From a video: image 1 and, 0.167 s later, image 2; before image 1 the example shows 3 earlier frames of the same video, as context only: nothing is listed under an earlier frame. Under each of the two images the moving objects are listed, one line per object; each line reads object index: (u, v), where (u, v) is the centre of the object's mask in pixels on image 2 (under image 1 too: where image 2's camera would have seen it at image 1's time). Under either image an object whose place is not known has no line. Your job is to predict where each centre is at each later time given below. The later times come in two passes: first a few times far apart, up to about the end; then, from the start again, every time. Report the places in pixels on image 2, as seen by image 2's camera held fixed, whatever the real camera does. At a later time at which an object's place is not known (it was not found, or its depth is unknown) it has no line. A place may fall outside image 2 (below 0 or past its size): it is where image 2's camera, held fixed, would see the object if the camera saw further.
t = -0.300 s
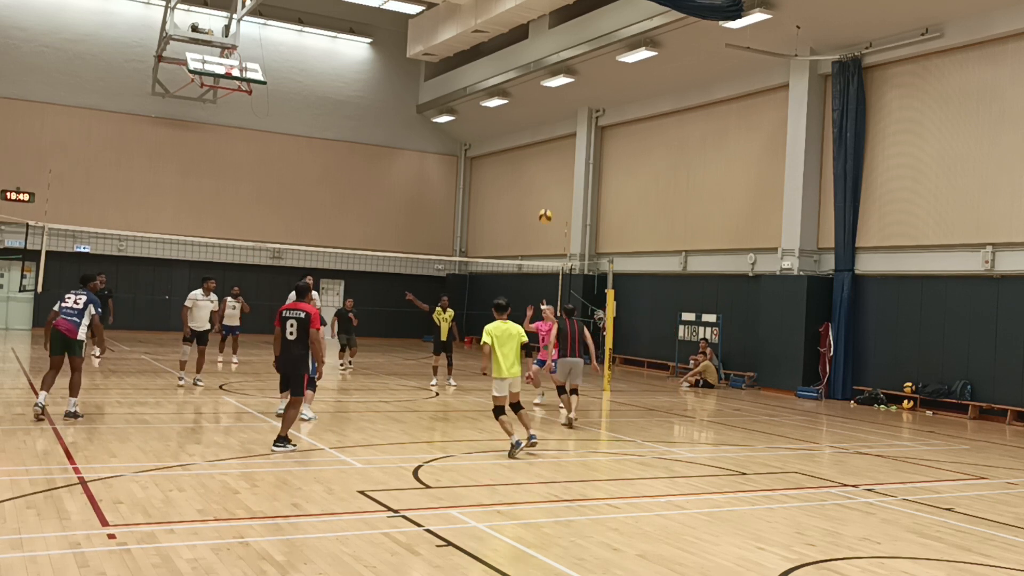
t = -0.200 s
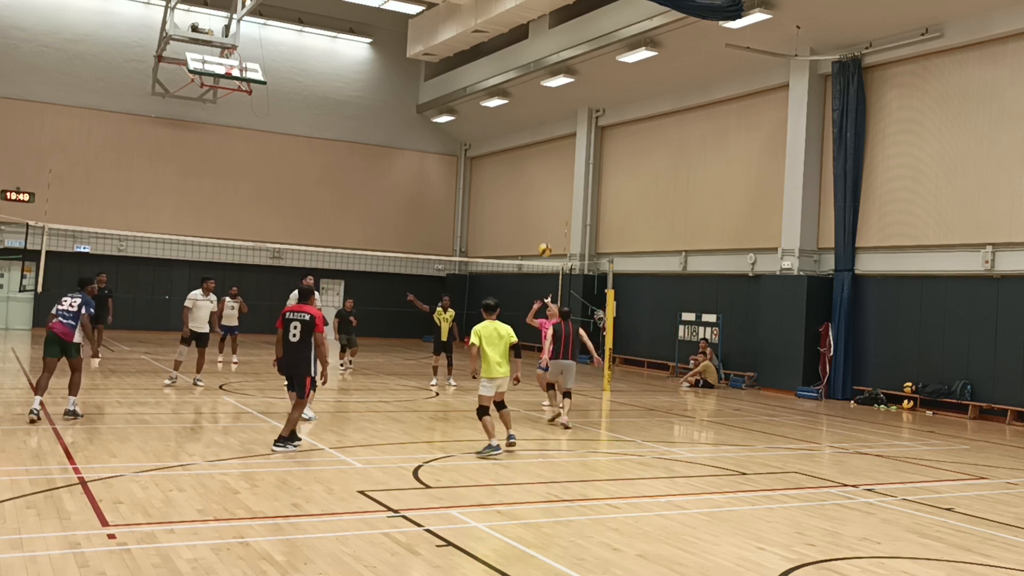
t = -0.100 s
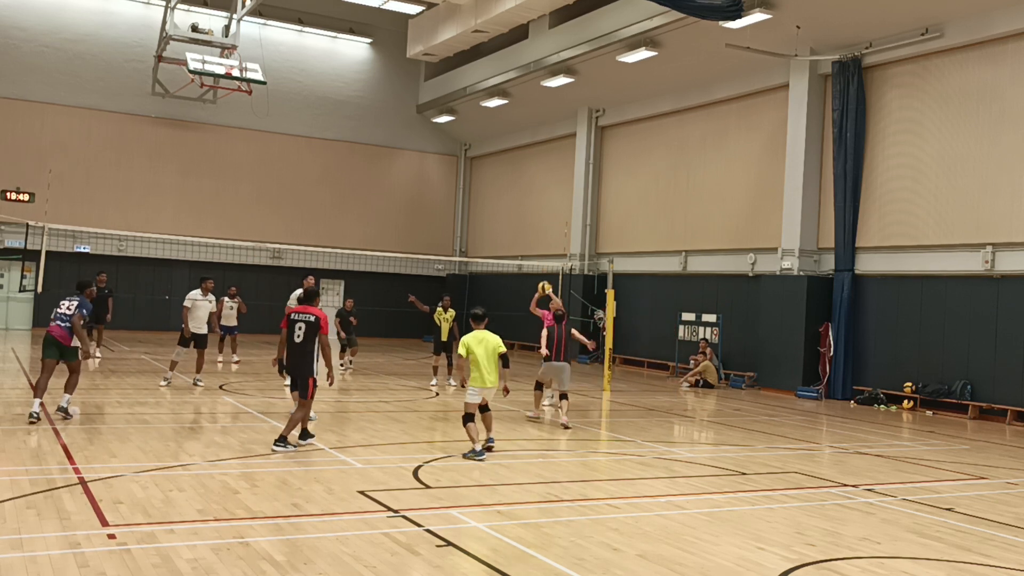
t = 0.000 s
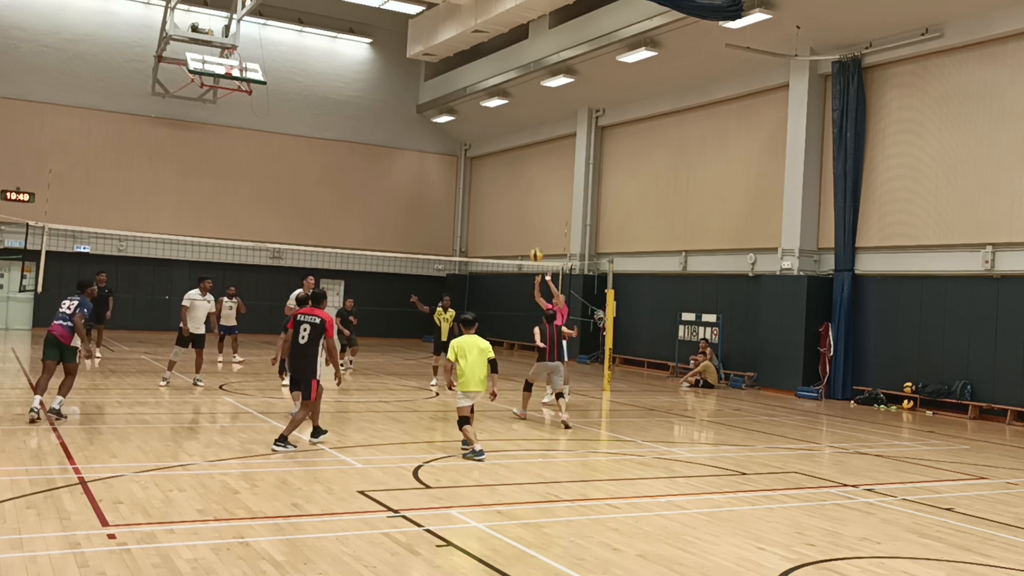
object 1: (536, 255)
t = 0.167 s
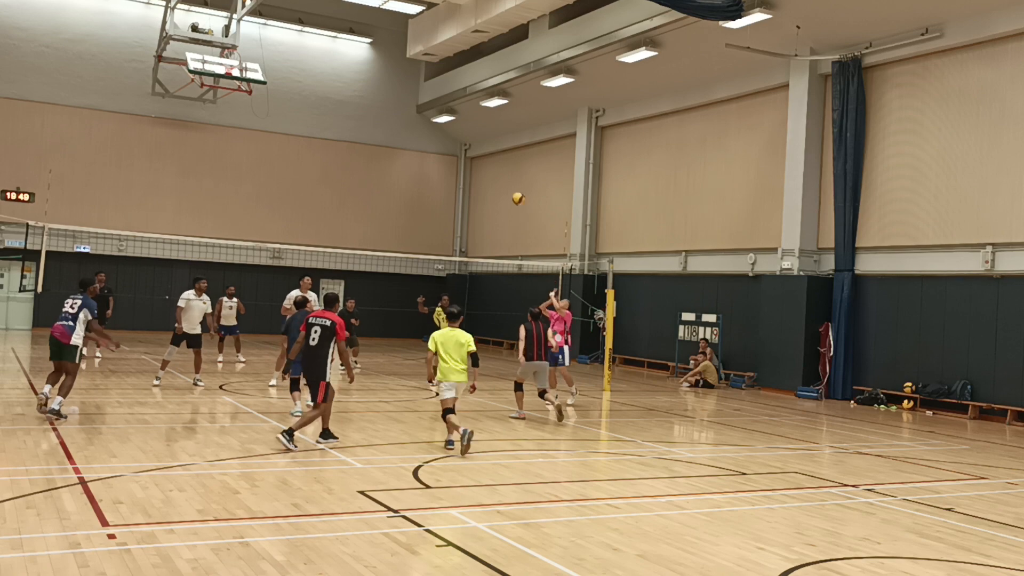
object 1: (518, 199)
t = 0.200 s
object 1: (515, 189)
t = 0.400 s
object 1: (492, 151)
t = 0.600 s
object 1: (468, 137)
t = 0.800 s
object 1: (443, 146)
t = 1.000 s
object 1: (417, 180)
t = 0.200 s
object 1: (515, 189)
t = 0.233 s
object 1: (511, 182)
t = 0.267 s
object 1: (507, 174)
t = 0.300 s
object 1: (504, 167)
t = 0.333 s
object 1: (500, 161)
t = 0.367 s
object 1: (496, 156)
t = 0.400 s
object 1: (492, 151)
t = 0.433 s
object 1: (488, 147)
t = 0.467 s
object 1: (484, 143)
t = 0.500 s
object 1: (480, 141)
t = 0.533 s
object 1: (476, 139)
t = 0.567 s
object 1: (472, 137)
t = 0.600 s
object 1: (468, 137)
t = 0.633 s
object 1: (464, 136)
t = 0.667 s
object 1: (460, 137)
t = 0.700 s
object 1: (456, 138)
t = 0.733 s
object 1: (451, 140)
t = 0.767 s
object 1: (447, 143)
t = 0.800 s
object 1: (443, 146)
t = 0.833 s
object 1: (439, 150)
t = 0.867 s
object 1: (434, 155)
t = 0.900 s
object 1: (430, 160)
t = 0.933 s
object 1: (426, 166)
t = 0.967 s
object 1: (421, 173)
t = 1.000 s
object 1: (417, 180)
